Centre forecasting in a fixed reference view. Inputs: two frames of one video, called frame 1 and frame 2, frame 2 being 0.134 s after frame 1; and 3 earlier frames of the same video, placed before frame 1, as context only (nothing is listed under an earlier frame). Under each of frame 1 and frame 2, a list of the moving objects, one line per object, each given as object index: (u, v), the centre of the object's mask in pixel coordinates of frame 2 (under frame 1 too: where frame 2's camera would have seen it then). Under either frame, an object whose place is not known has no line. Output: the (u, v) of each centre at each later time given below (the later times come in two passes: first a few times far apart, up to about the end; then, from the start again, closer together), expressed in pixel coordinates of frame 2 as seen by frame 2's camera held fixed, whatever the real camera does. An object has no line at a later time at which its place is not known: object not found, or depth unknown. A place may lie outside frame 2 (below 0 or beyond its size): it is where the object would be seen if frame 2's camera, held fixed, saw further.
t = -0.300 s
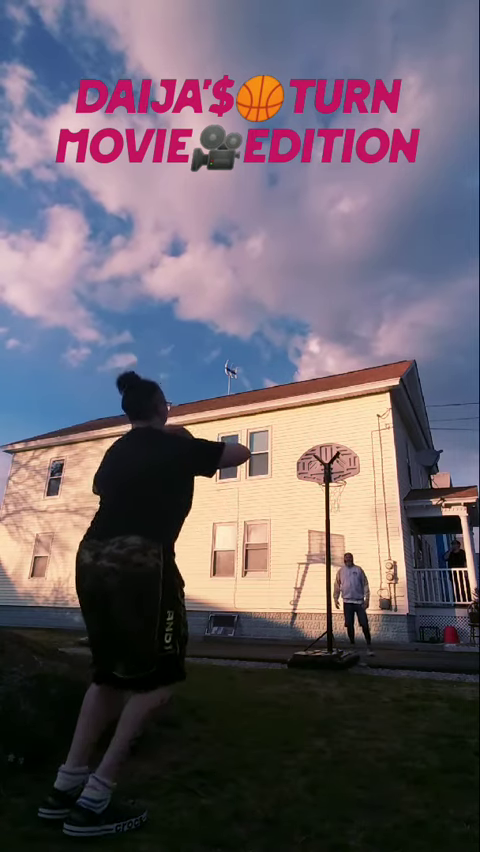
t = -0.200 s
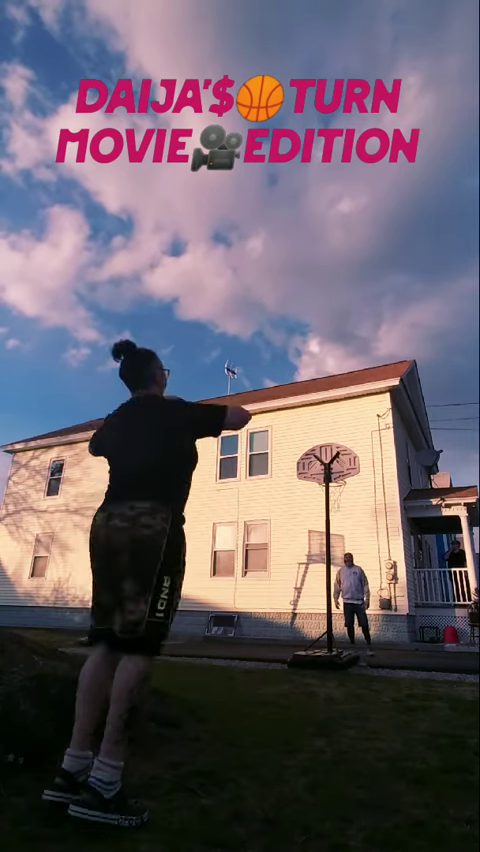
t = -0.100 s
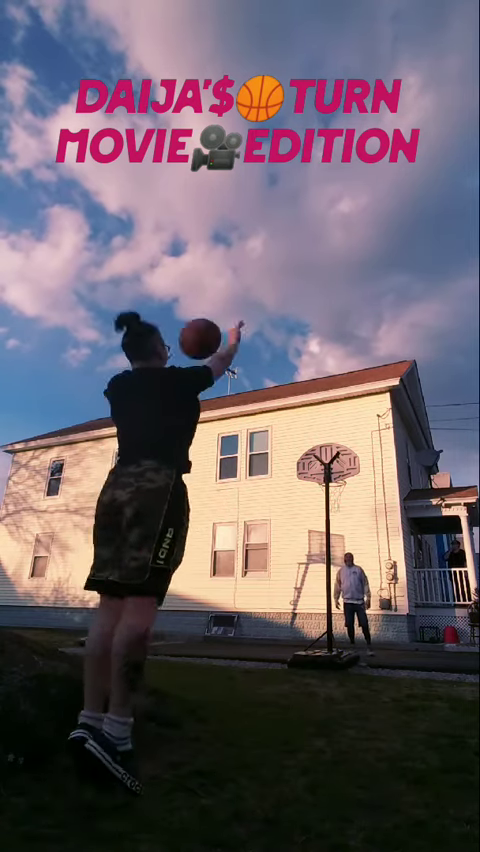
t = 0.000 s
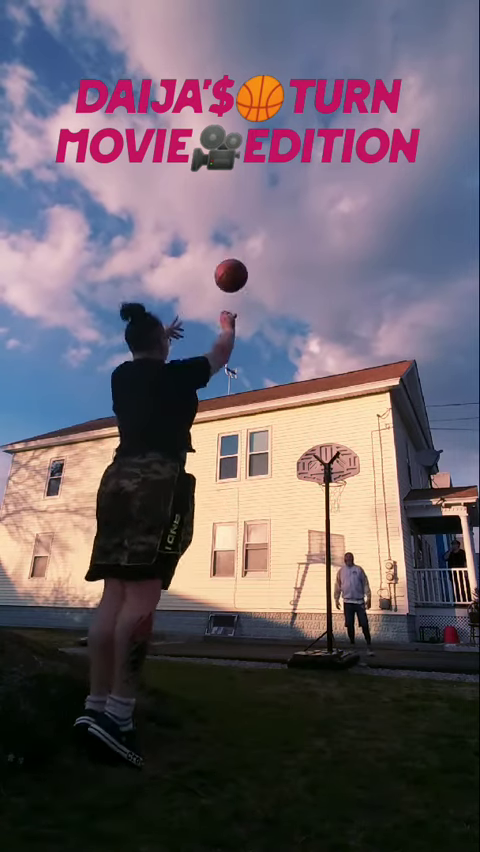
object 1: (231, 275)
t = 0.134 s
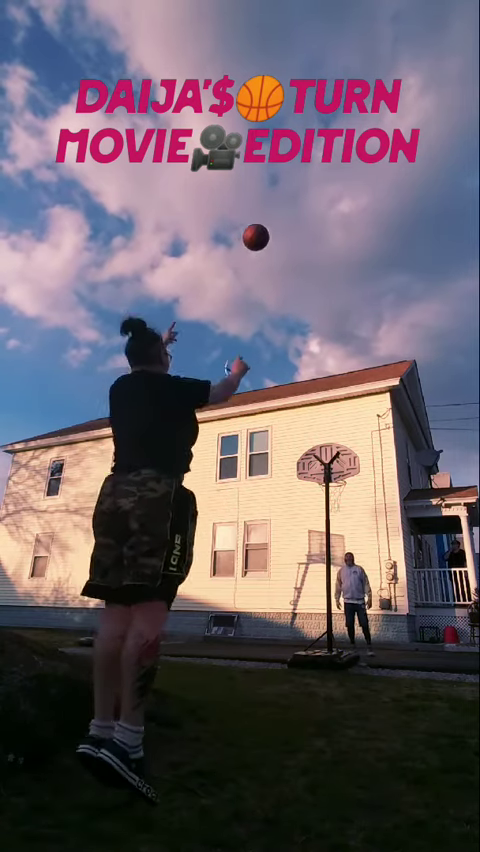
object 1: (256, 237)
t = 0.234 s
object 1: (268, 226)
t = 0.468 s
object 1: (289, 231)
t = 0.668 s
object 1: (303, 255)
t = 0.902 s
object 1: (316, 300)
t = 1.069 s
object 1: (325, 341)
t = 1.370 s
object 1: (341, 438)
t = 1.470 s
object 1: (348, 479)
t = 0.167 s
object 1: (260, 232)
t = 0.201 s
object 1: (264, 228)
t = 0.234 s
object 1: (268, 226)
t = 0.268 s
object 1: (272, 224)
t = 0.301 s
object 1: (275, 224)
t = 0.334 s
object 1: (279, 224)
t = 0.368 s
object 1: (282, 225)
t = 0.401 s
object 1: (284, 226)
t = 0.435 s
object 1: (287, 228)
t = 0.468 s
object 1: (289, 231)
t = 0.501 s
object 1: (292, 234)
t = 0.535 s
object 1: (294, 237)
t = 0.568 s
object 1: (297, 241)
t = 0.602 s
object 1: (299, 245)
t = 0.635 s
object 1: (301, 250)
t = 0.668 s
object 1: (303, 255)
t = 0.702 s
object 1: (305, 260)
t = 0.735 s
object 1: (306, 266)
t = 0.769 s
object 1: (308, 272)
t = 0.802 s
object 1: (311, 279)
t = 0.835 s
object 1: (312, 285)
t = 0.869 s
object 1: (314, 292)
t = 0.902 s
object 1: (316, 300)
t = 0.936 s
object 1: (318, 307)
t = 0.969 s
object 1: (319, 315)
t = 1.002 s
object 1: (321, 323)
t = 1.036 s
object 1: (323, 332)
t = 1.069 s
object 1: (325, 341)
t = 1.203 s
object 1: (332, 381)
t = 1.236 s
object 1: (334, 392)
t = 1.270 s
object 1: (335, 402)
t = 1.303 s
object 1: (337, 414)
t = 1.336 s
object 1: (339, 426)
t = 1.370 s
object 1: (341, 438)
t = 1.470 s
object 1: (348, 479)
